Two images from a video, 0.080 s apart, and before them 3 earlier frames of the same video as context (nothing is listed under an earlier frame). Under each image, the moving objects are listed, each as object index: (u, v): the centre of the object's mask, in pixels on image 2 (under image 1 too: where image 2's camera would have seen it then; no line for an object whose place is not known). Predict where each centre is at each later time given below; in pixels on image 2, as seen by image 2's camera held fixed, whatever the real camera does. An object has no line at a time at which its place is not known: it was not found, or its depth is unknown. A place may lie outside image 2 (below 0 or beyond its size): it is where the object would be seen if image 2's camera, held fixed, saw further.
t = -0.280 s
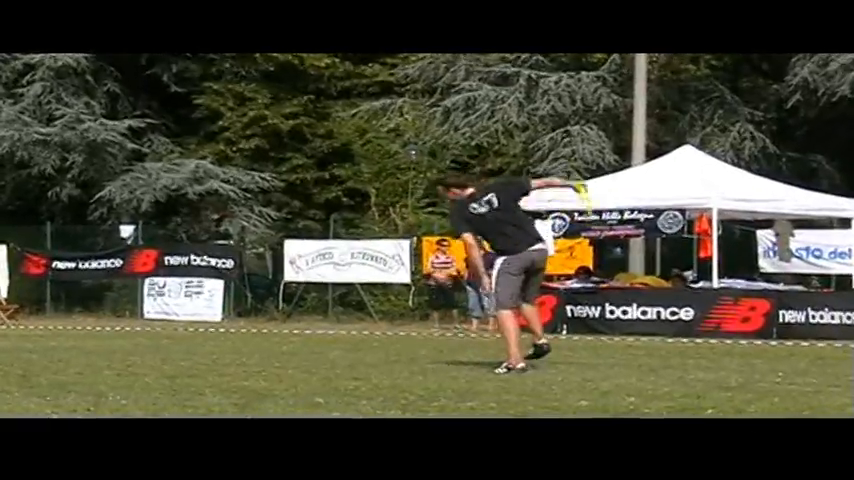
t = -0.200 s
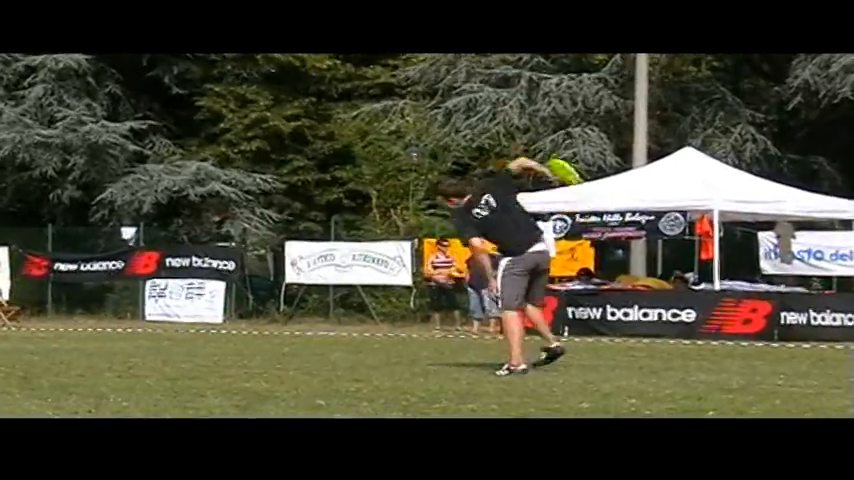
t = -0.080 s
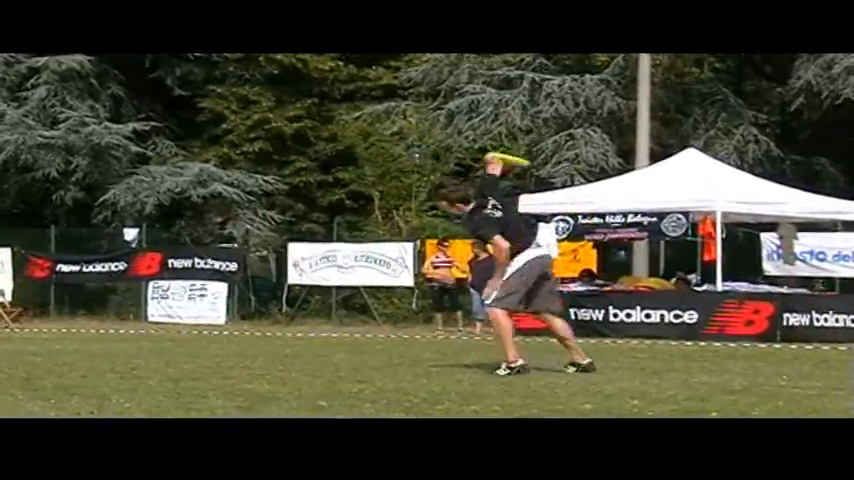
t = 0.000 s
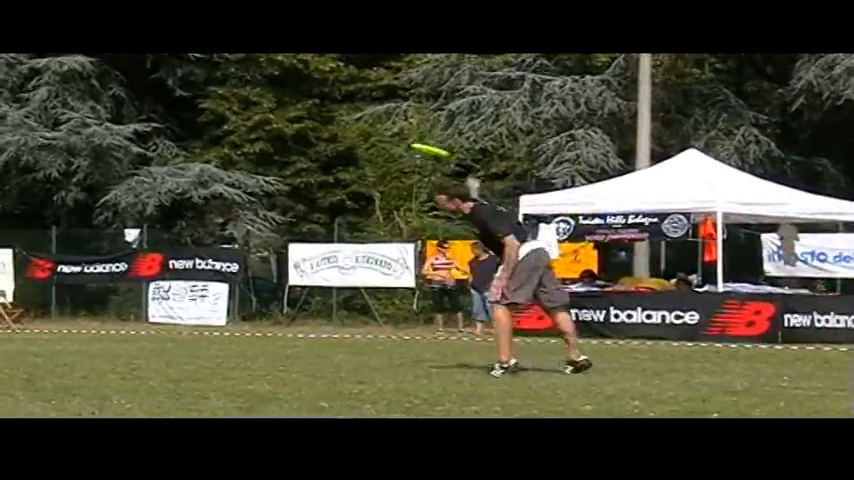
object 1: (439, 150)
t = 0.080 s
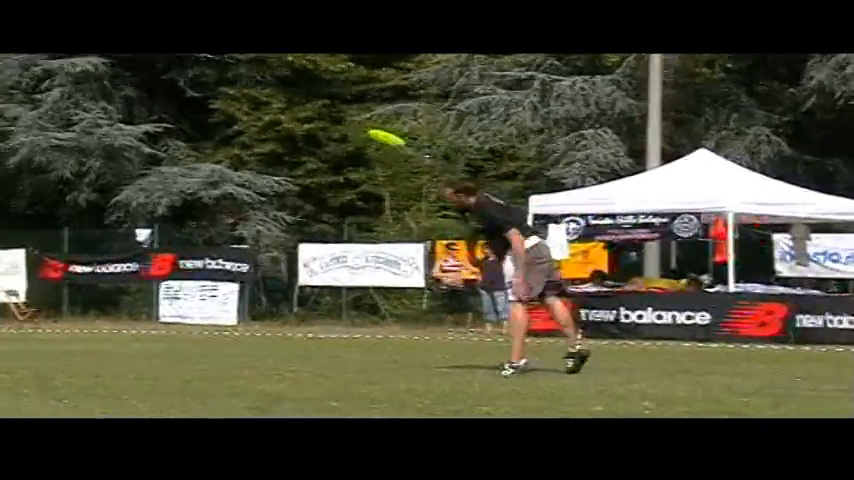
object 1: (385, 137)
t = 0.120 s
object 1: (360, 132)
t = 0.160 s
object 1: (334, 128)
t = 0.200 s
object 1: (308, 125)
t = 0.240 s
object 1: (285, 121)
